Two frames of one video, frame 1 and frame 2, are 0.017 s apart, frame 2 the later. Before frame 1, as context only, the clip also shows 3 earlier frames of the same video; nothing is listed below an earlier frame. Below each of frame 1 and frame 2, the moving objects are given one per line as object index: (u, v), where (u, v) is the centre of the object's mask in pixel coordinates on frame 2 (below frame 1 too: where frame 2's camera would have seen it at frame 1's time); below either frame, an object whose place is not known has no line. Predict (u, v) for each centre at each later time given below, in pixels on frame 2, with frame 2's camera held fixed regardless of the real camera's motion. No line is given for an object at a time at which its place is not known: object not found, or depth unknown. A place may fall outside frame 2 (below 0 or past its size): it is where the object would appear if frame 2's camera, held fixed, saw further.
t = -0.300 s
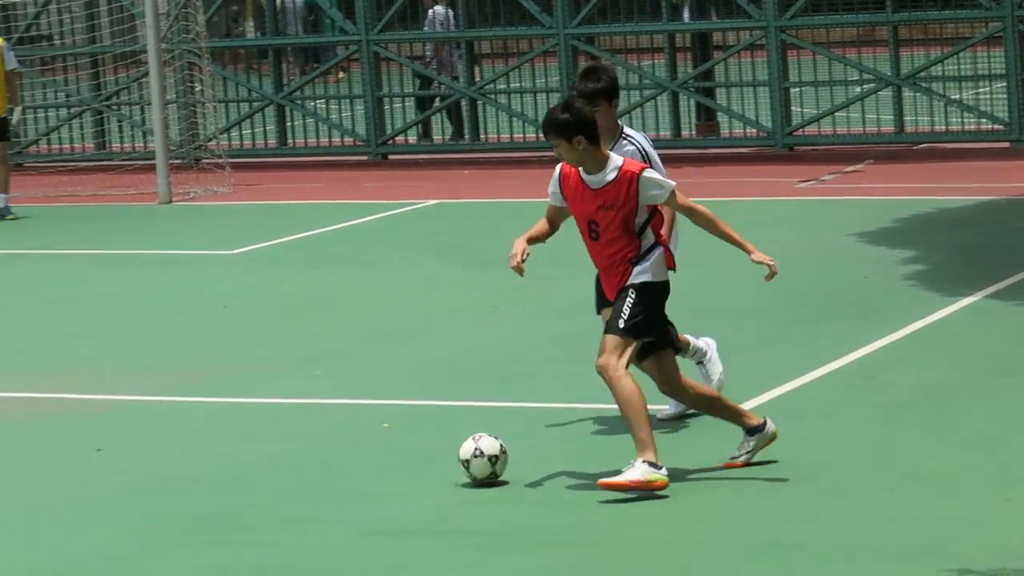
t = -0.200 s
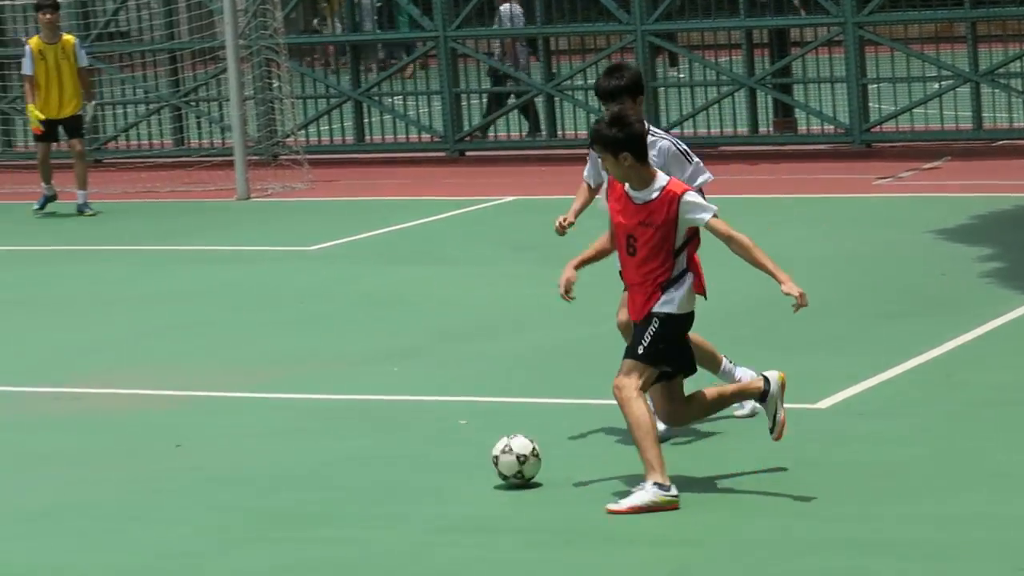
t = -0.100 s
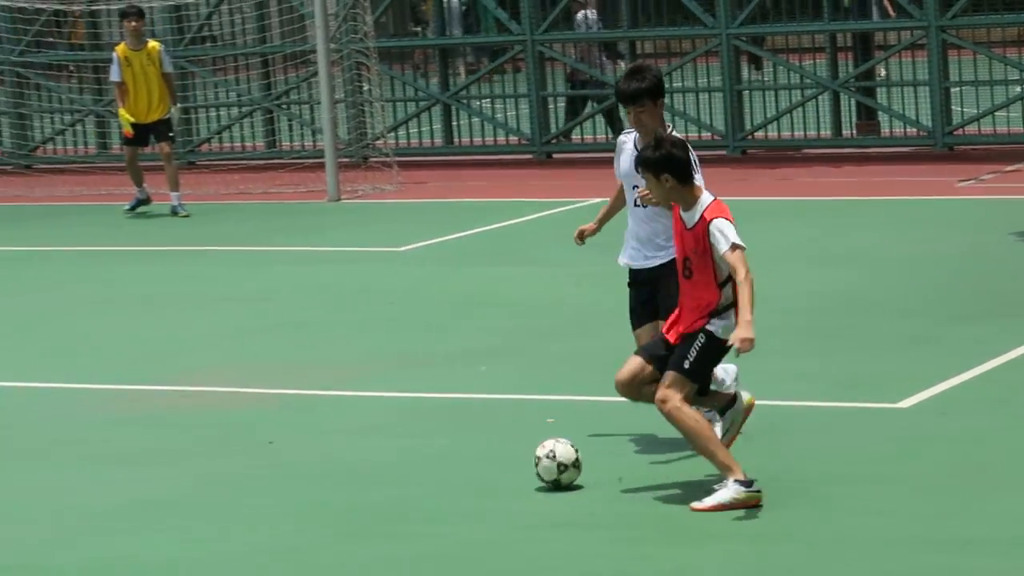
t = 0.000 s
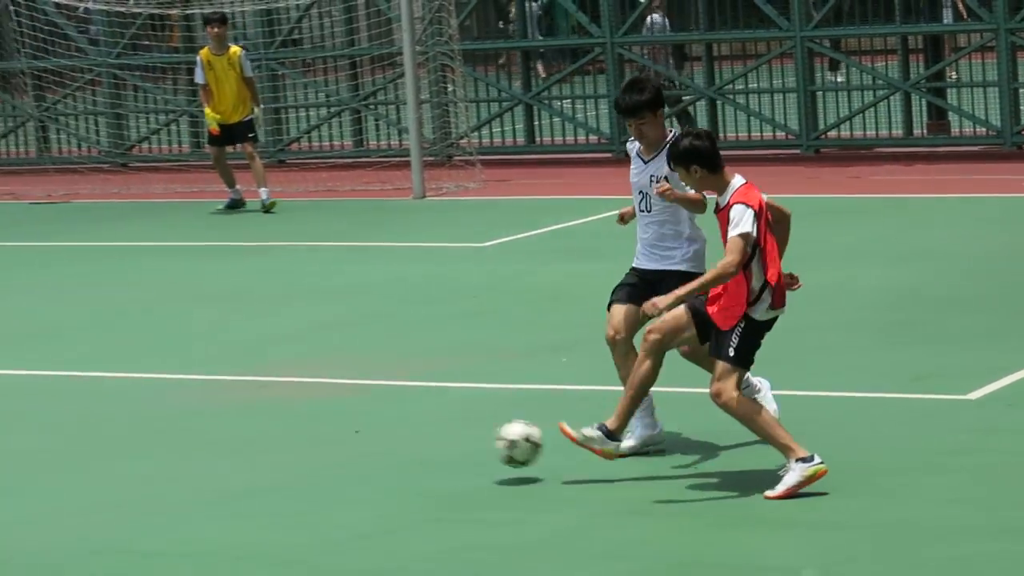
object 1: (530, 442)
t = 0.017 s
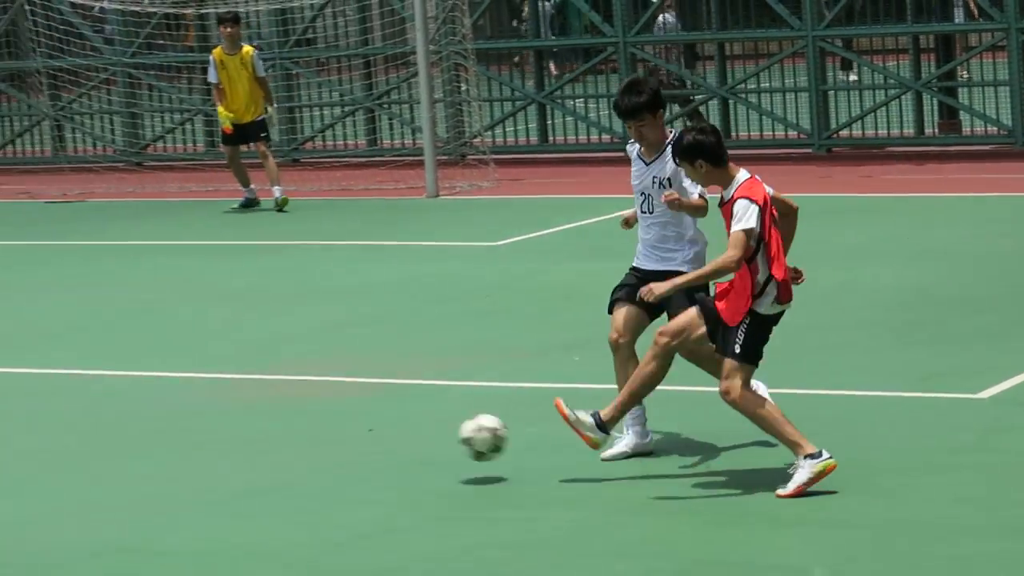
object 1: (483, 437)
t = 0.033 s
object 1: (434, 434)
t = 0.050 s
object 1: (386, 431)
